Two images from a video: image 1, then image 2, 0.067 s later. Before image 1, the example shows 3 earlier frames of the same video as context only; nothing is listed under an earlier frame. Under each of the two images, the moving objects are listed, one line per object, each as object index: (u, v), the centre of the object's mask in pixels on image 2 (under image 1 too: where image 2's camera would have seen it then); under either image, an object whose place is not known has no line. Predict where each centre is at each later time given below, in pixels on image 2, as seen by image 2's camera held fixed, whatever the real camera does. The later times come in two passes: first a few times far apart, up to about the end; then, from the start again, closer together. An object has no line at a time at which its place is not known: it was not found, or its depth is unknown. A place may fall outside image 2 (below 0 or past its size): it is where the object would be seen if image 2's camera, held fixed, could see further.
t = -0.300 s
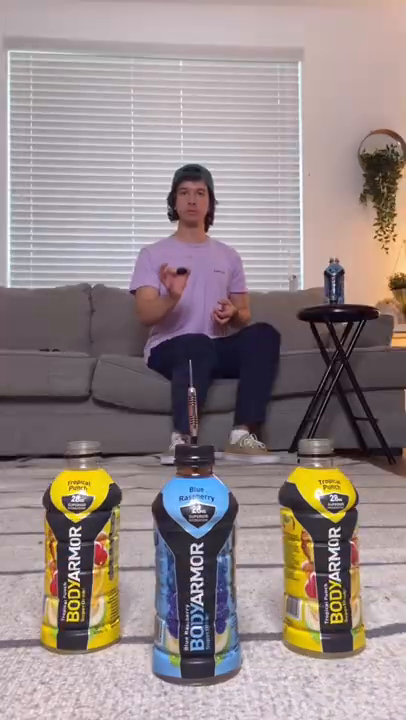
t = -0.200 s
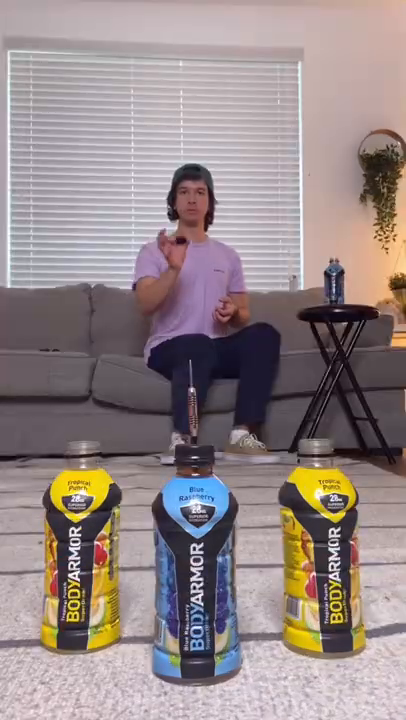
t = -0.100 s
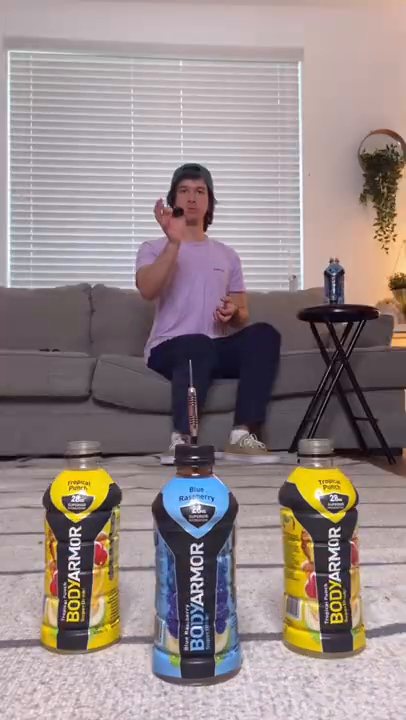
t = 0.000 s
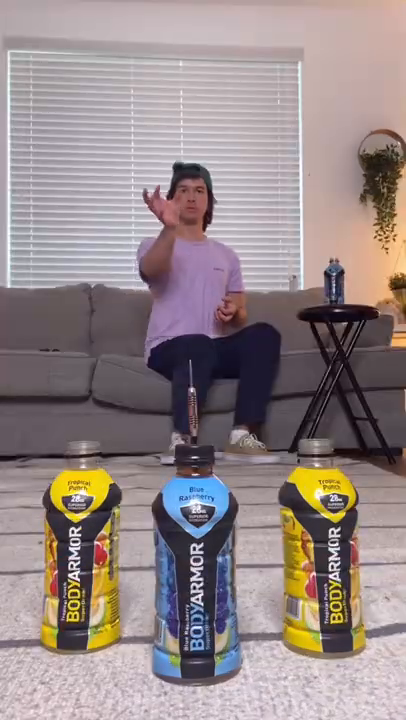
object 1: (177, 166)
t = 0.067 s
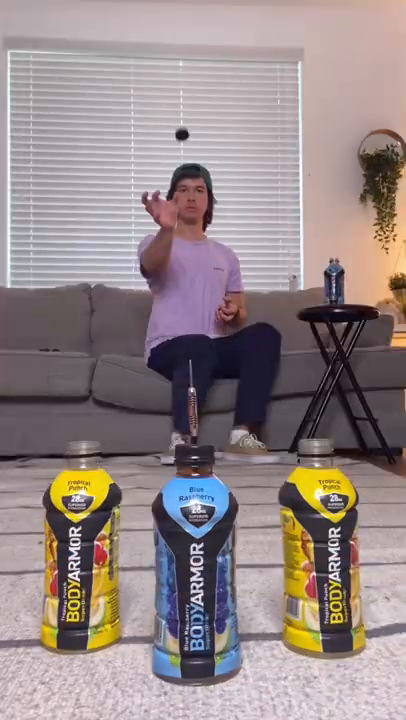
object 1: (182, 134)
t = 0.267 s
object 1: (194, 88)
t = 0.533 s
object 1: (184, 354)
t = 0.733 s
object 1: (320, 698)
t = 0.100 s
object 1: (184, 120)
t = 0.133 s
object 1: (186, 108)
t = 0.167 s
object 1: (188, 98)
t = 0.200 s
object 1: (190, 92)
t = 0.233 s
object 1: (192, 88)
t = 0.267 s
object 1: (194, 88)
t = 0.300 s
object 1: (195, 92)
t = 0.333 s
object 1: (197, 101)
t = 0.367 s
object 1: (198, 117)
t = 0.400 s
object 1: (198, 140)
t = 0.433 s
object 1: (197, 172)
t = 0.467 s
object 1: (194, 217)
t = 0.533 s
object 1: (184, 354)
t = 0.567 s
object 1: (195, 376)
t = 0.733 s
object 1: (320, 698)
